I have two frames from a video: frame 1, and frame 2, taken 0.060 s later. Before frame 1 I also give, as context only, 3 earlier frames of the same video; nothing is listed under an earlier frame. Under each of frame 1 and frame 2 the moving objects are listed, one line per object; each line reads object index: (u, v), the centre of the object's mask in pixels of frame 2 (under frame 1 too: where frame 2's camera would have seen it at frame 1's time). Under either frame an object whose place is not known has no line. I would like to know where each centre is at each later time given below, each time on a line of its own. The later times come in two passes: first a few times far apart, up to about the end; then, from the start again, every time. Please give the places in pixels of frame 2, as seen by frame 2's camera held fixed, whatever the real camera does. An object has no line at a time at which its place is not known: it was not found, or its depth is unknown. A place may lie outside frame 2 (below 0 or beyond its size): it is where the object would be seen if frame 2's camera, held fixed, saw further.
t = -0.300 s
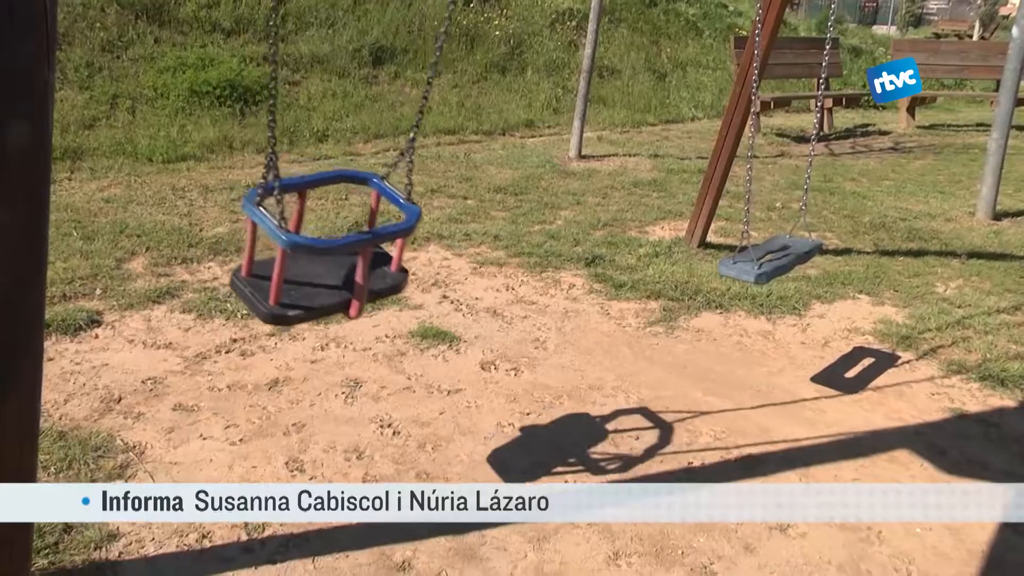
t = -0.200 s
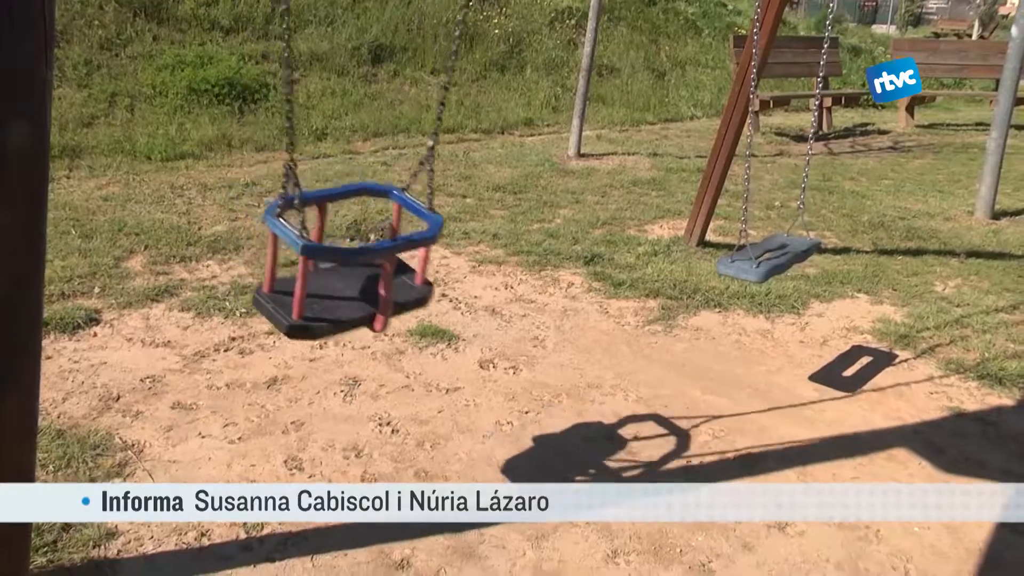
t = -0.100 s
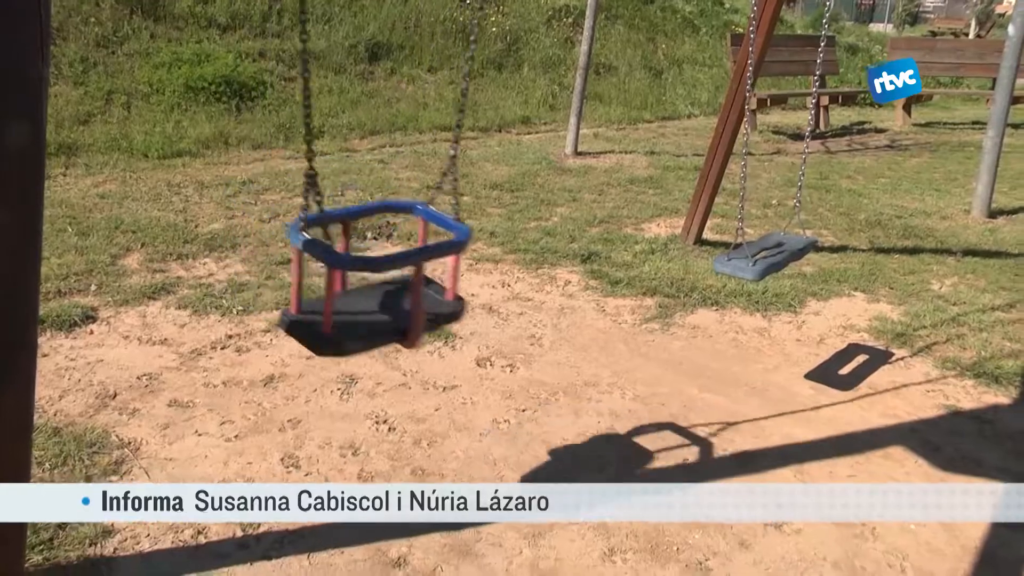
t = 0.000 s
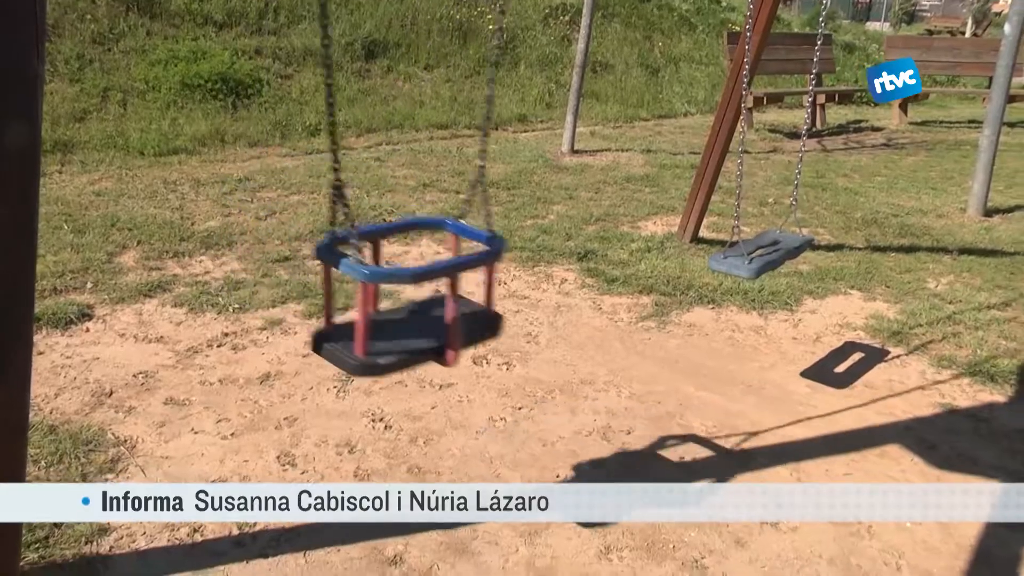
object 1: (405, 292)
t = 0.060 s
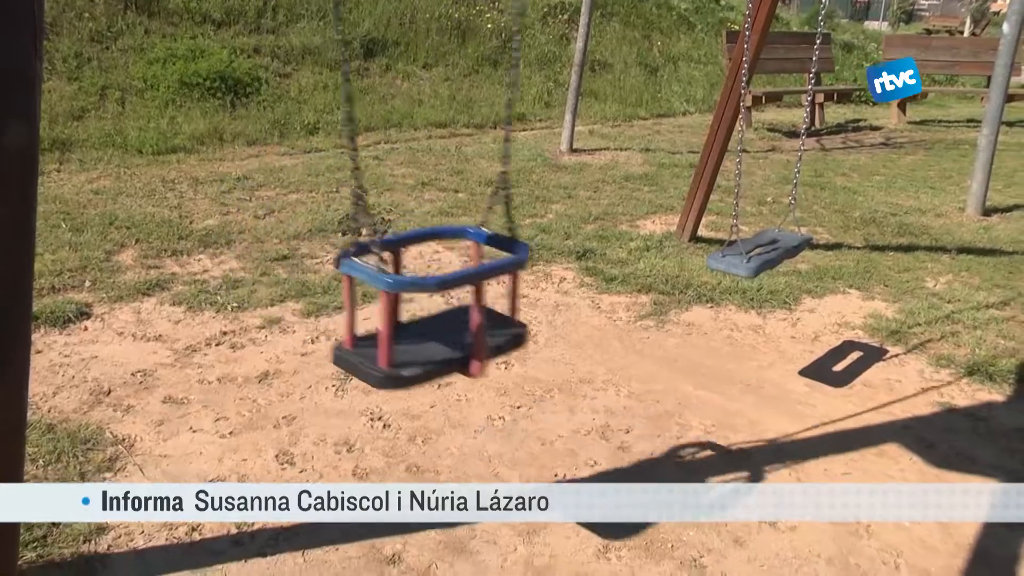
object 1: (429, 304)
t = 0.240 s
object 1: (508, 335)
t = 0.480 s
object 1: (610, 358)
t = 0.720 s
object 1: (653, 368)
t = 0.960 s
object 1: (605, 367)
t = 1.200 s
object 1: (503, 352)
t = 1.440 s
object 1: (403, 308)
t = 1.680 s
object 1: (339, 260)
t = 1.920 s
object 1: (314, 230)
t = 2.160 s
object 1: (326, 238)
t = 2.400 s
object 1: (374, 277)
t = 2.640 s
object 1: (454, 326)
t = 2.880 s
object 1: (553, 362)
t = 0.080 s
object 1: (438, 308)
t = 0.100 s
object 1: (447, 312)
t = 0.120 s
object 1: (455, 315)
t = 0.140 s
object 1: (464, 319)
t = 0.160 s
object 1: (473, 322)
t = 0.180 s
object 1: (482, 326)
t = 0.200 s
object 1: (490, 329)
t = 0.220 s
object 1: (500, 331)
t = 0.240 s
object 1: (508, 335)
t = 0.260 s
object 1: (517, 338)
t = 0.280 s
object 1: (527, 340)
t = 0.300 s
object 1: (536, 343)
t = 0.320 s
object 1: (545, 345)
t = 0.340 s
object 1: (554, 347)
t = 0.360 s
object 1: (563, 349)
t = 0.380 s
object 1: (571, 351)
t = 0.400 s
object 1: (580, 352)
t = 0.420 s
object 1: (589, 356)
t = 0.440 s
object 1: (596, 357)
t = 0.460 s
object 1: (603, 356)
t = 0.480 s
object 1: (610, 358)
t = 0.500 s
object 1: (617, 360)
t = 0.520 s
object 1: (623, 359)
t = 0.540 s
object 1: (629, 360)
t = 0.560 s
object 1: (634, 361)
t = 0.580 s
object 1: (638, 362)
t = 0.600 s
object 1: (642, 362)
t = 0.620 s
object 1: (646, 363)
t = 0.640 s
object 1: (648, 364)
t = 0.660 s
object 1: (650, 364)
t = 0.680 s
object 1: (651, 365)
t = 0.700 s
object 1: (652, 367)
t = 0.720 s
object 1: (653, 368)
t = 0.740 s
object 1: (652, 368)
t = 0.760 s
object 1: (651, 369)
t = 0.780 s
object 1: (649, 369)
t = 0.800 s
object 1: (646, 370)
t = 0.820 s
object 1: (643, 370)
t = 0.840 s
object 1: (639, 370)
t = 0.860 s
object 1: (635, 370)
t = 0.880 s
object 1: (630, 370)
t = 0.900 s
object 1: (625, 371)
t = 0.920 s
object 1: (619, 371)
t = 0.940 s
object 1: (613, 371)
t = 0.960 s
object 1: (605, 367)
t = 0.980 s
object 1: (598, 366)
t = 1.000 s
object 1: (591, 369)
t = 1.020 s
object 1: (583, 369)
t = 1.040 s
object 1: (574, 365)
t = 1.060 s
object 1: (566, 364)
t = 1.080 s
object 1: (559, 366)
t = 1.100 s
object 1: (550, 365)
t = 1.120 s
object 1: (541, 364)
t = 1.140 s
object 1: (531, 358)
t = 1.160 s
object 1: (522, 356)
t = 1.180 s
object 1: (512, 354)
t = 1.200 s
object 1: (503, 352)
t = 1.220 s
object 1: (494, 349)
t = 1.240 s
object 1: (485, 346)
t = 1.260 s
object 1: (476, 343)
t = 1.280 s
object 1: (468, 341)
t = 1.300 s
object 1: (458, 337)
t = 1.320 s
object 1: (450, 334)
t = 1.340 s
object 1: (441, 329)
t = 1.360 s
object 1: (433, 325)
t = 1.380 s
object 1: (425, 321)
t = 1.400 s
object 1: (417, 317)
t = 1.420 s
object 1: (410, 313)
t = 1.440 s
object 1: (403, 308)
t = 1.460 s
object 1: (396, 304)
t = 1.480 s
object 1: (390, 300)
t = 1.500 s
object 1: (383, 296)
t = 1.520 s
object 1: (377, 292)
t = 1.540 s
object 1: (372, 288)
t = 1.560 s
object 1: (366, 284)
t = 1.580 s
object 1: (361, 280)
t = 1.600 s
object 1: (356, 275)
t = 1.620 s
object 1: (352, 271)
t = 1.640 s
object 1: (347, 267)
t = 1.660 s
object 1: (343, 264)
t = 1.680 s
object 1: (339, 260)
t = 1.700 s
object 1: (336, 257)
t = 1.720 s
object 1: (332, 253)
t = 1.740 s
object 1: (329, 250)
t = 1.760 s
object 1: (326, 247)
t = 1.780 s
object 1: (324, 244)
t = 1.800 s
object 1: (322, 242)
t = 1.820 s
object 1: (320, 239)
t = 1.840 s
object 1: (318, 237)
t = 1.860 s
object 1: (317, 235)
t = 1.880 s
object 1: (315, 233)
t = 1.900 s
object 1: (315, 232)
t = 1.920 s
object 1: (314, 230)
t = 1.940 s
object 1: (314, 229)
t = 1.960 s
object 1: (313, 229)
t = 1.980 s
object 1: (313, 228)
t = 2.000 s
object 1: (314, 228)
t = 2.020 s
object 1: (316, 230)
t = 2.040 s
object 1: (317, 230)
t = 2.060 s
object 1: (318, 231)
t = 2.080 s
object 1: (320, 232)
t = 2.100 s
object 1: (321, 233)
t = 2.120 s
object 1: (323, 235)
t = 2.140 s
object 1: (323, 236)
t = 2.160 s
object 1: (326, 238)
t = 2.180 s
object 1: (328, 240)
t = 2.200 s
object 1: (331, 243)
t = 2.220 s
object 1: (334, 245)
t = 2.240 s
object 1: (338, 248)
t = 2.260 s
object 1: (341, 252)
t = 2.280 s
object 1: (346, 255)
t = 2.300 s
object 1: (350, 258)
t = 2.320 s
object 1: (354, 262)
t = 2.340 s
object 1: (359, 266)
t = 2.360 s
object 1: (364, 270)
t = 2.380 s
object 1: (368, 274)
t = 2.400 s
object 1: (374, 277)
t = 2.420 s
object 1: (379, 281)
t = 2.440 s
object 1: (385, 286)
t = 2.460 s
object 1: (391, 290)
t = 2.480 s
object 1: (397, 294)
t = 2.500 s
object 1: (404, 298)
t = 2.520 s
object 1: (410, 302)
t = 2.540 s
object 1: (417, 306)
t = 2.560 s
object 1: (424, 310)
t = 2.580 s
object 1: (431, 314)
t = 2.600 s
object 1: (440, 319)
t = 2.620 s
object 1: (446, 322)
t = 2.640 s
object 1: (454, 326)
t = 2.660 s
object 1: (463, 331)
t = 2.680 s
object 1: (470, 333)
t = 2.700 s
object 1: (478, 337)
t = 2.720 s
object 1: (486, 340)
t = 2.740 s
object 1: (495, 343)
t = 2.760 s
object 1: (503, 345)
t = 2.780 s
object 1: (511, 348)
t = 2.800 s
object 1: (520, 351)
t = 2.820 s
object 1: (528, 353)
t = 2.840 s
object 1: (536, 355)
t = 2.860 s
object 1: (545, 357)
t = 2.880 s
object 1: (553, 362)
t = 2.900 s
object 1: (561, 363)
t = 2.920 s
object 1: (568, 365)
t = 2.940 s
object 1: (575, 366)
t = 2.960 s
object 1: (582, 367)
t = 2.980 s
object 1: (589, 367)
